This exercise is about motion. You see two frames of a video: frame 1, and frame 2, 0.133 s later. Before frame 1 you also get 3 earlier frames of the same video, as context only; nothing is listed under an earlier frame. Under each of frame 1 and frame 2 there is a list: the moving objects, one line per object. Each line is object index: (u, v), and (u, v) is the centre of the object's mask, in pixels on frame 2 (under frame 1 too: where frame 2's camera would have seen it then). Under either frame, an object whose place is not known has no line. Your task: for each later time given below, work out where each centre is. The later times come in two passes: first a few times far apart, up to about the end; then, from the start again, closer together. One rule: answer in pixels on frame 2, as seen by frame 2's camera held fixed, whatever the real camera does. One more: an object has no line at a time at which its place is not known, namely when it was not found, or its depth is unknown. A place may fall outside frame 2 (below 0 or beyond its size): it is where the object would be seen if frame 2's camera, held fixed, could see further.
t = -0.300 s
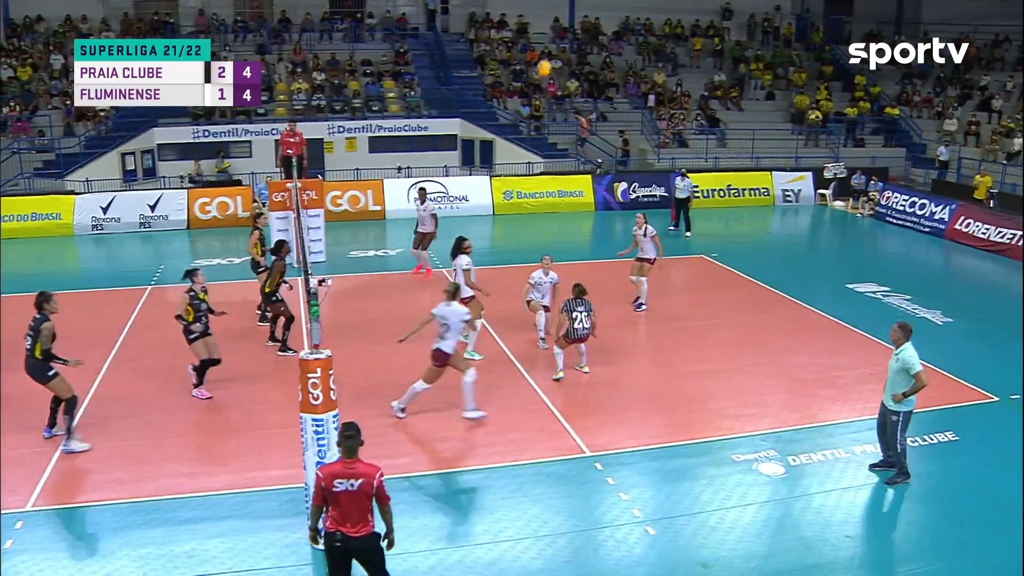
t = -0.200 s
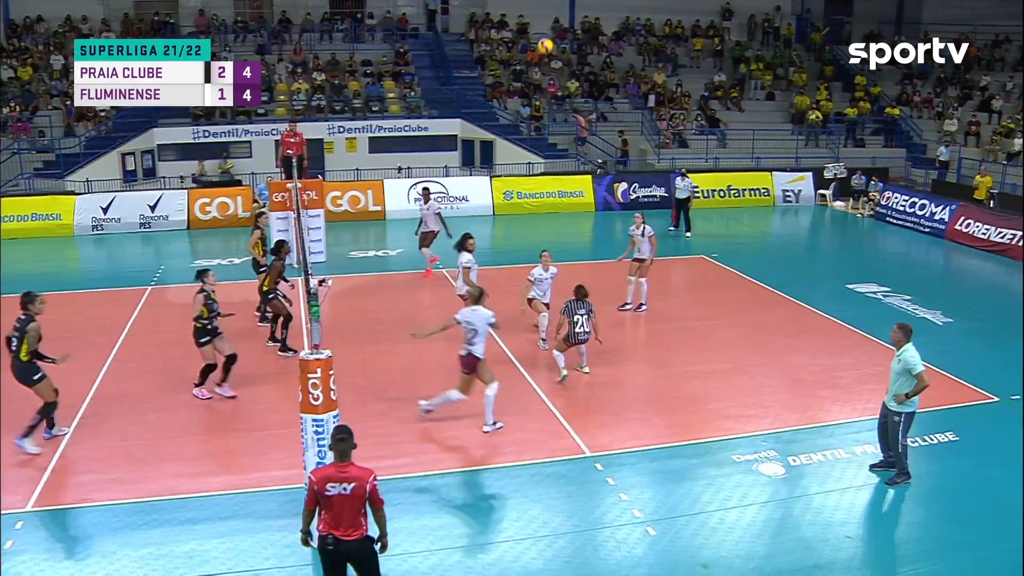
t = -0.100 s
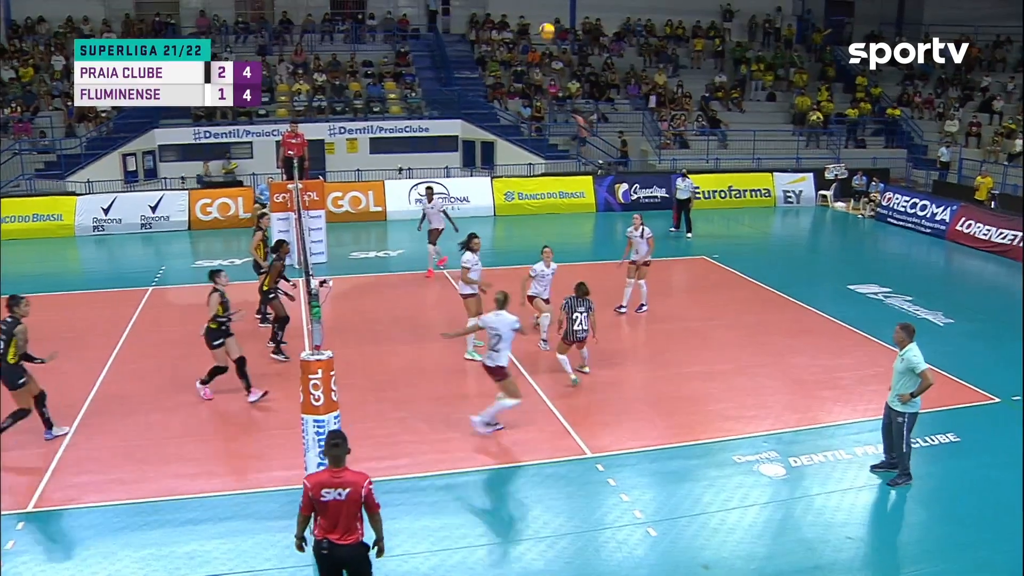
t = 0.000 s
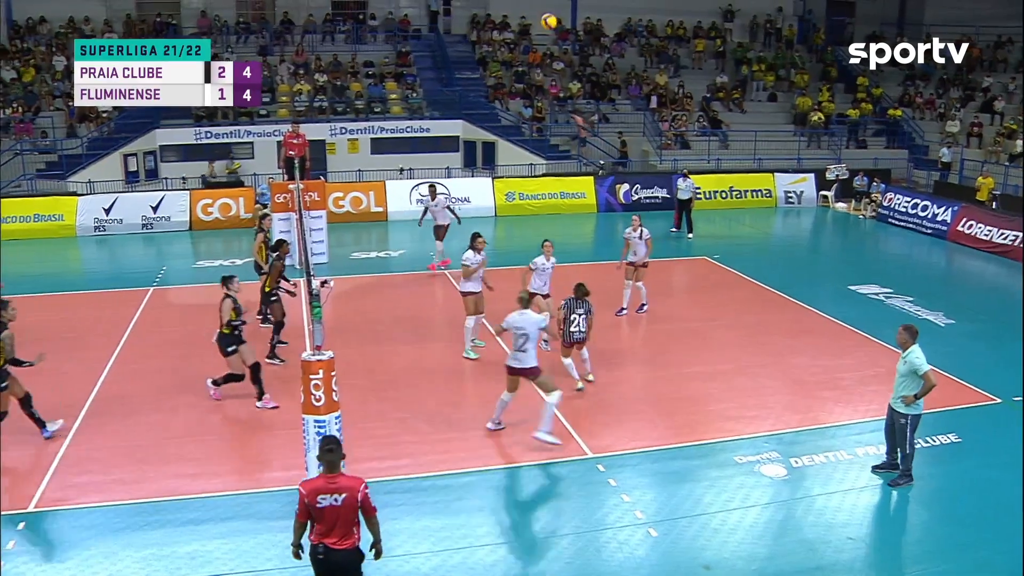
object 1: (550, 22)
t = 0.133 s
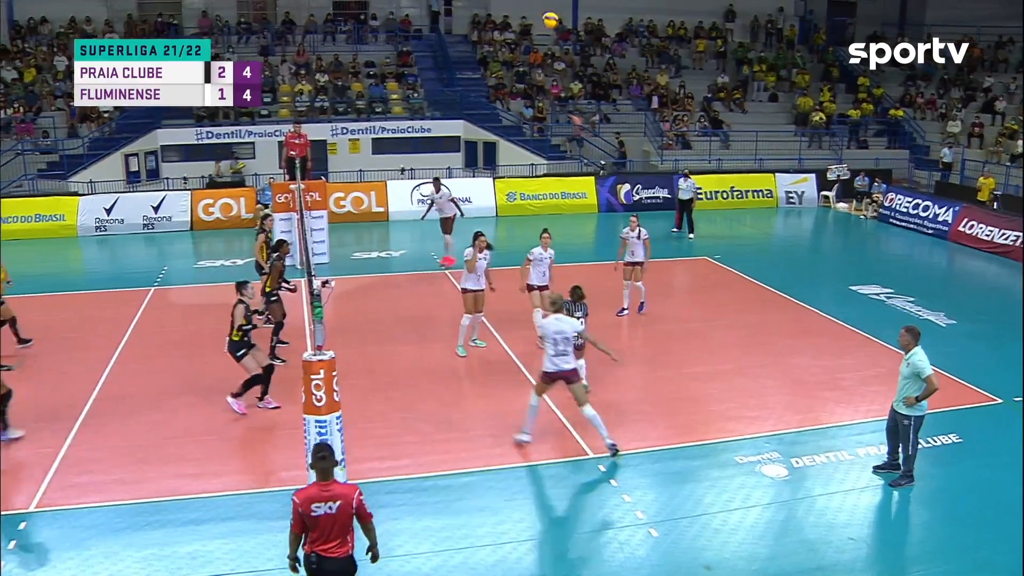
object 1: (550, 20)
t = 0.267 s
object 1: (551, 32)
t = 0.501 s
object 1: (552, 86)
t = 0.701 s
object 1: (551, 168)
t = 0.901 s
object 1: (552, 286)
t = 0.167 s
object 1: (551, 21)
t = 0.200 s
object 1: (551, 24)
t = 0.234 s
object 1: (551, 27)
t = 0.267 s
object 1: (551, 32)
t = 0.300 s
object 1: (551, 37)
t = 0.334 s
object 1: (552, 42)
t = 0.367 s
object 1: (551, 49)
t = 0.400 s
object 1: (552, 57)
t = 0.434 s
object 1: (552, 66)
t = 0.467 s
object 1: (551, 75)
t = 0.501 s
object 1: (552, 86)
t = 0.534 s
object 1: (552, 97)
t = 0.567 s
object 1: (552, 109)
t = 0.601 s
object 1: (551, 124)
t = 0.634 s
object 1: (553, 138)
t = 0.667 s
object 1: (552, 153)
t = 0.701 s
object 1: (551, 168)
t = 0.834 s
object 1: (552, 244)
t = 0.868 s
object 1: (552, 263)
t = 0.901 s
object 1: (552, 286)
